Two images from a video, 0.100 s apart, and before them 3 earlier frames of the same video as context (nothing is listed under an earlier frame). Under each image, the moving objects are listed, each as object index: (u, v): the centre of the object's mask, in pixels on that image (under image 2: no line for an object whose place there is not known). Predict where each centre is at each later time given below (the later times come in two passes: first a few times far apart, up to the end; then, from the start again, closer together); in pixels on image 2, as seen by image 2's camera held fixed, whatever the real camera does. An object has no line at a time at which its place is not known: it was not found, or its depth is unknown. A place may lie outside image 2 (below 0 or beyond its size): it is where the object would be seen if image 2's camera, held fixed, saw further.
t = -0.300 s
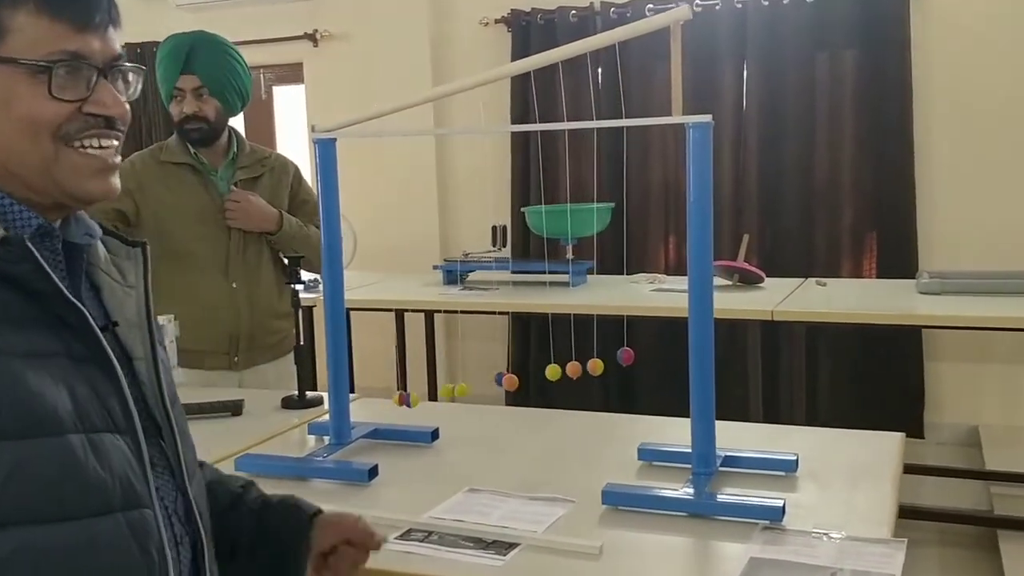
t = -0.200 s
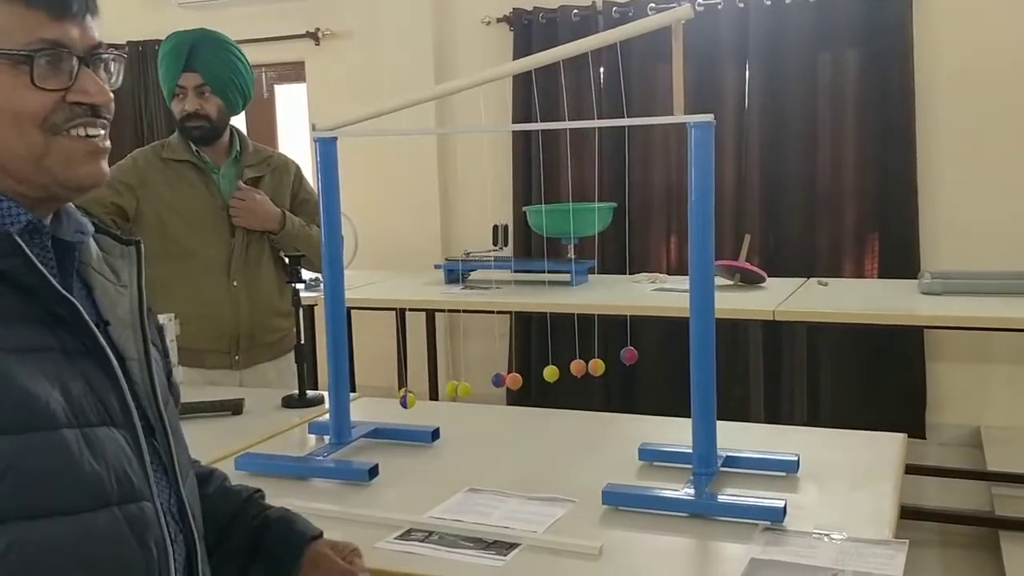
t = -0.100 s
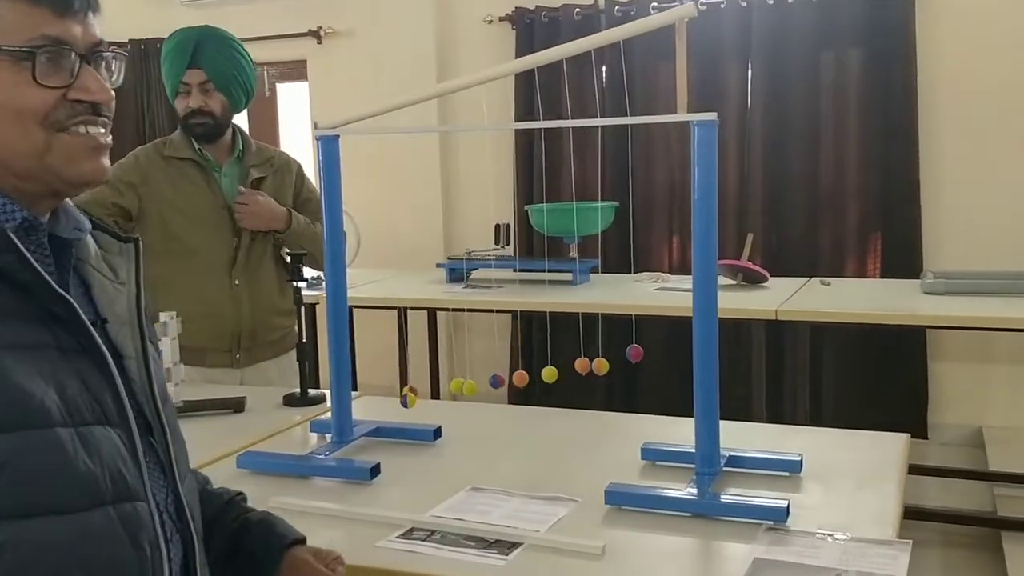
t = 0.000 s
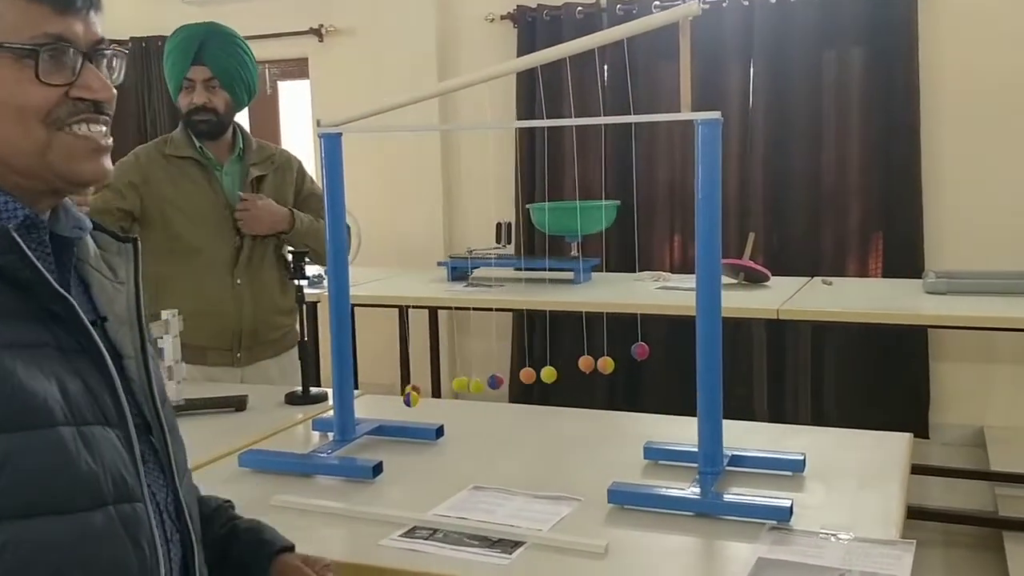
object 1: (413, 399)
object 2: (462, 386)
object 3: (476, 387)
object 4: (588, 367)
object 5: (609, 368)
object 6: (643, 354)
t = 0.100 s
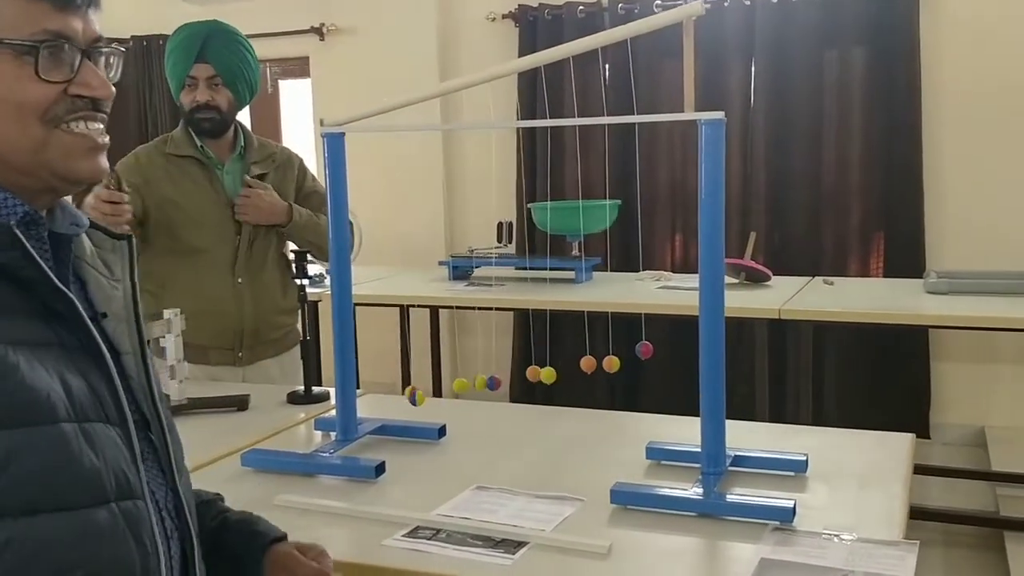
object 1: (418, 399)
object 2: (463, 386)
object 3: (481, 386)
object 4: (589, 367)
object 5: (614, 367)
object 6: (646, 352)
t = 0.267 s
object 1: (428, 395)
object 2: (452, 390)
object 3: (482, 380)
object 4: (586, 371)
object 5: (619, 365)
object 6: (647, 353)
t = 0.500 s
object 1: (434, 386)
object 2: (440, 393)
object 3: (482, 381)
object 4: (579, 373)
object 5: (619, 364)
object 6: (642, 357)
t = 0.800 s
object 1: (431, 389)
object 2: (442, 393)
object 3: (472, 387)
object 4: (582, 373)
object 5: (613, 366)
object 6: (640, 357)
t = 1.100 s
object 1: (419, 397)
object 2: (459, 387)
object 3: (473, 388)
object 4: (592, 369)
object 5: (613, 369)
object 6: (646, 356)
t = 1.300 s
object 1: (415, 399)
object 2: (464, 385)
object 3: (479, 385)
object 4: (594, 367)
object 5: (617, 368)
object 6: (650, 353)
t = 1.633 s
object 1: (426, 395)
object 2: (454, 390)
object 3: (485, 380)
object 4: (584, 371)
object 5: (621, 364)
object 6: (645, 355)
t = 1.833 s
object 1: (432, 389)
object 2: (441, 393)
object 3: (482, 381)
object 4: (578, 374)
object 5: (618, 363)
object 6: (640, 358)
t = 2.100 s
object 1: (434, 386)
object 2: (439, 394)
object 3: (474, 386)
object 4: (581, 374)
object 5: (612, 366)
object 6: (639, 358)
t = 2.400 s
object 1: (423, 395)
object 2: (454, 390)
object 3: (472, 388)
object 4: (591, 369)
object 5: (613, 368)
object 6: (647, 354)
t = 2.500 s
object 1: (419, 396)
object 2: (458, 387)
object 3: (474, 388)
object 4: (592, 367)
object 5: (615, 368)
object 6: (648, 353)
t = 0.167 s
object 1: (421, 398)
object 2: (462, 388)
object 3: (481, 382)
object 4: (589, 368)
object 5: (616, 366)
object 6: (647, 352)
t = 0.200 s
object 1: (422, 397)
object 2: (460, 387)
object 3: (482, 381)
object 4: (588, 369)
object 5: (617, 366)
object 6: (648, 353)
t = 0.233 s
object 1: (424, 396)
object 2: (461, 390)
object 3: (482, 380)
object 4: (588, 369)
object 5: (618, 365)
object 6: (648, 352)
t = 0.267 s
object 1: (428, 395)
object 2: (452, 390)
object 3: (482, 380)
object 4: (586, 371)
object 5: (619, 365)
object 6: (647, 353)
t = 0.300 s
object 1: (429, 394)
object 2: (452, 391)
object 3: (482, 380)
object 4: (584, 371)
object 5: (620, 365)
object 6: (647, 353)
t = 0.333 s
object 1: (431, 393)
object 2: (450, 391)
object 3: (483, 380)
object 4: (584, 372)
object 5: (620, 364)
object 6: (646, 353)
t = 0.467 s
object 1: (433, 388)
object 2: (441, 393)
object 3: (482, 381)
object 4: (580, 374)
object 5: (620, 364)
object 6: (643, 357)
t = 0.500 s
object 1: (434, 386)
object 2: (440, 393)
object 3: (482, 381)
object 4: (579, 373)
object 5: (619, 364)
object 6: (642, 357)
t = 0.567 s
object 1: (435, 386)
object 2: (439, 394)
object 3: (479, 382)
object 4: (579, 374)
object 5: (618, 364)
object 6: (641, 358)
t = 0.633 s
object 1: (435, 386)
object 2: (439, 394)
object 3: (477, 383)
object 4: (579, 373)
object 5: (617, 364)
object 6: (640, 358)
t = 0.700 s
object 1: (436, 386)
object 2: (439, 394)
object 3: (475, 386)
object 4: (580, 372)
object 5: (615, 365)
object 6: (640, 358)
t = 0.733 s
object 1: (437, 386)
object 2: (440, 394)
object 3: (474, 386)
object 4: (580, 372)
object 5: (615, 365)
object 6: (640, 358)
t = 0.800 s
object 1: (431, 389)
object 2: (442, 393)
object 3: (472, 387)
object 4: (582, 373)
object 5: (613, 366)
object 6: (640, 357)
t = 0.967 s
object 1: (425, 394)
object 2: (452, 390)
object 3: (471, 387)
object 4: (587, 371)
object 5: (611, 369)
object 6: (643, 358)
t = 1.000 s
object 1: (423, 395)
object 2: (454, 389)
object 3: (471, 388)
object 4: (589, 371)
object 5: (611, 369)
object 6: (644, 357)
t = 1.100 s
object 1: (419, 397)
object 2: (459, 387)
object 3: (473, 388)
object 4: (592, 369)
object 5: (613, 369)
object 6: (646, 356)
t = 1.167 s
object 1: (417, 398)
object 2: (462, 386)
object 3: (475, 387)
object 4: (593, 368)
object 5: (614, 369)
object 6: (648, 355)
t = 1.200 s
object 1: (416, 398)
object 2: (463, 385)
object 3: (476, 387)
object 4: (594, 368)
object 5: (615, 369)
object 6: (649, 354)
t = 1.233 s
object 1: (416, 399)
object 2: (463, 385)
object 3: (477, 386)
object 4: (594, 368)
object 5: (616, 368)
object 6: (649, 354)
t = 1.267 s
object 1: (415, 399)
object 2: (464, 385)
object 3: (478, 386)
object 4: (594, 367)
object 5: (616, 368)
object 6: (650, 354)
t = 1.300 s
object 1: (415, 399)
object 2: (464, 385)
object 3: (479, 385)
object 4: (594, 367)
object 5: (617, 368)
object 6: (650, 353)
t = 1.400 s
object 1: (416, 399)
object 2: (464, 385)
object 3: (483, 383)
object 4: (592, 368)
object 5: (619, 367)
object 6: (650, 353)
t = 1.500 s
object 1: (419, 399)
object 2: (461, 387)
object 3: (484, 381)
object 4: (589, 370)
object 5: (621, 365)
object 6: (648, 353)
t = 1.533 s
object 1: (422, 397)
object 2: (459, 387)
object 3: (484, 381)
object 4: (588, 370)
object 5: (621, 365)
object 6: (648, 353)
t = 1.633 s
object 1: (426, 395)
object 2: (454, 390)
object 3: (485, 380)
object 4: (584, 371)
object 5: (621, 364)
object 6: (645, 355)
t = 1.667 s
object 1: (428, 394)
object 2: (452, 391)
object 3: (484, 379)
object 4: (582, 371)
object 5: (621, 363)
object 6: (644, 355)
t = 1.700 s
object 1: (430, 394)
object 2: (449, 392)
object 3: (484, 379)
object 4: (581, 373)
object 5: (621, 363)
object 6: (643, 356)
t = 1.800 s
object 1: (432, 391)
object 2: (442, 393)
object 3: (483, 380)
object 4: (579, 374)
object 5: (619, 363)
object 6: (640, 357)
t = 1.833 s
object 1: (432, 389)
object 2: (441, 393)
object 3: (482, 381)
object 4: (578, 374)
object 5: (618, 363)
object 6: (640, 358)
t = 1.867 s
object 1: (433, 388)
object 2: (440, 393)
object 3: (481, 381)
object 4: (578, 375)
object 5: (618, 363)
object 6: (639, 358)
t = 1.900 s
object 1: (434, 386)
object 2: (440, 393)
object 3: (480, 382)
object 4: (578, 375)
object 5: (617, 364)
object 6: (639, 358)
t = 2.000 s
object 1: (436, 384)
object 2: (438, 394)
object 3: (476, 382)
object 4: (579, 375)
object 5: (614, 365)
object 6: (638, 359)
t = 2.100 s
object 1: (434, 386)
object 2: (439, 394)
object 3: (474, 386)
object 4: (581, 374)
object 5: (612, 366)
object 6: (639, 358)
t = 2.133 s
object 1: (433, 386)
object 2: (440, 394)
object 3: (473, 386)
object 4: (582, 374)
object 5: (612, 367)
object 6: (640, 358)
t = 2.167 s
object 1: (432, 388)
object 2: (441, 393)
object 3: (472, 387)
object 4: (583, 373)
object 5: (611, 367)
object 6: (641, 358)
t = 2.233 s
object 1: (431, 390)
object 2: (444, 393)
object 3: (471, 387)
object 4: (585, 372)
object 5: (611, 368)
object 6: (642, 357)
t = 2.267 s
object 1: (430, 391)
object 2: (446, 392)
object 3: (471, 387)
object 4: (586, 372)
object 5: (611, 368)
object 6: (643, 357)
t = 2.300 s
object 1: (428, 392)
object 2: (448, 391)
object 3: (471, 388)
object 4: (588, 371)
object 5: (612, 368)
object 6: (644, 356)
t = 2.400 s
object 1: (423, 395)
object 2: (454, 390)
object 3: (472, 388)
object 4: (591, 369)
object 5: (613, 368)
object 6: (647, 354)
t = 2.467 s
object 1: (420, 396)
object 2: (457, 389)
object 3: (473, 388)
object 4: (592, 367)
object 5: (614, 368)
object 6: (648, 353)
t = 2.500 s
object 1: (419, 396)
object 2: (458, 387)
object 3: (474, 388)
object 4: (592, 367)
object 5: (615, 368)
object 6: (648, 353)
